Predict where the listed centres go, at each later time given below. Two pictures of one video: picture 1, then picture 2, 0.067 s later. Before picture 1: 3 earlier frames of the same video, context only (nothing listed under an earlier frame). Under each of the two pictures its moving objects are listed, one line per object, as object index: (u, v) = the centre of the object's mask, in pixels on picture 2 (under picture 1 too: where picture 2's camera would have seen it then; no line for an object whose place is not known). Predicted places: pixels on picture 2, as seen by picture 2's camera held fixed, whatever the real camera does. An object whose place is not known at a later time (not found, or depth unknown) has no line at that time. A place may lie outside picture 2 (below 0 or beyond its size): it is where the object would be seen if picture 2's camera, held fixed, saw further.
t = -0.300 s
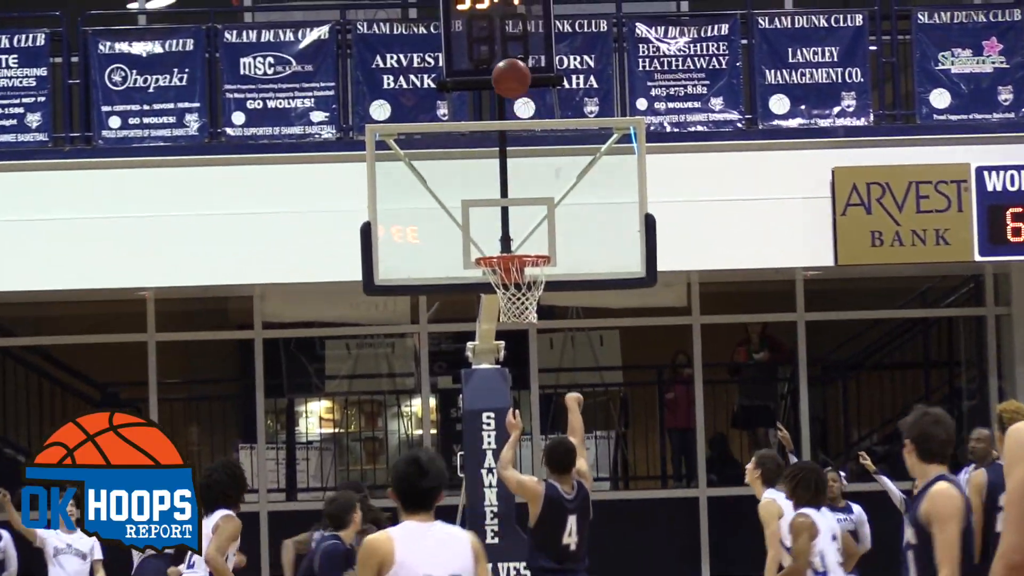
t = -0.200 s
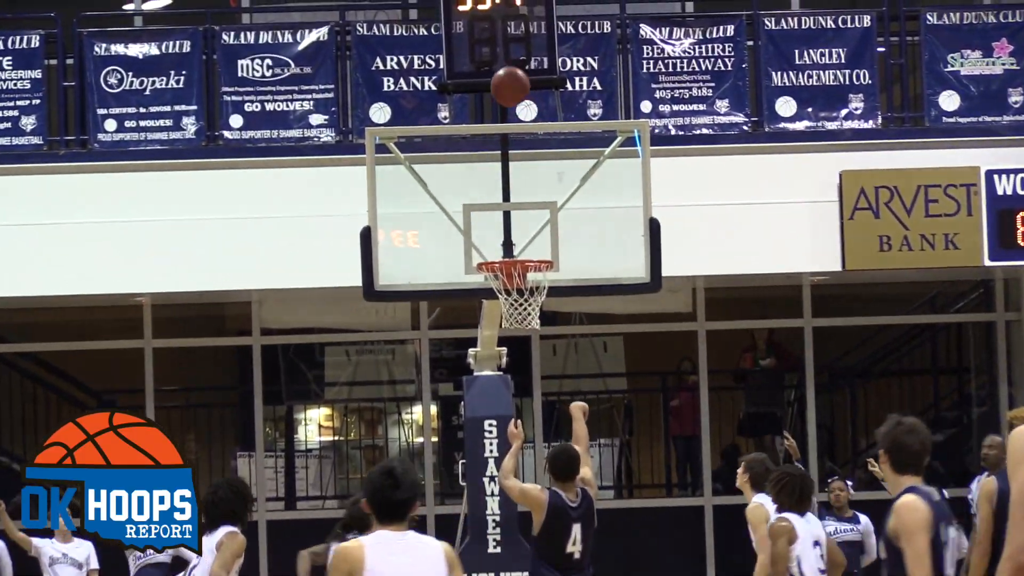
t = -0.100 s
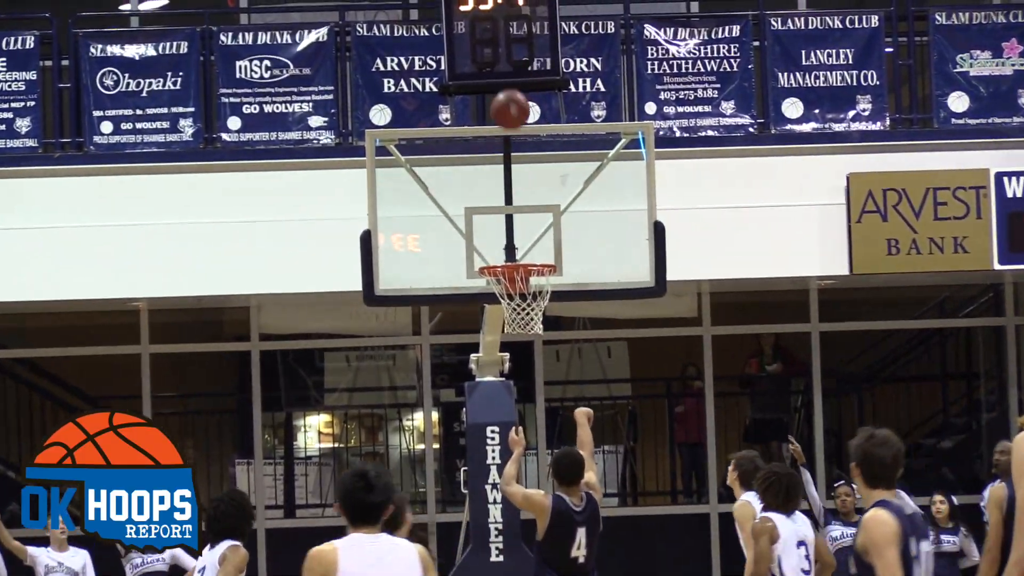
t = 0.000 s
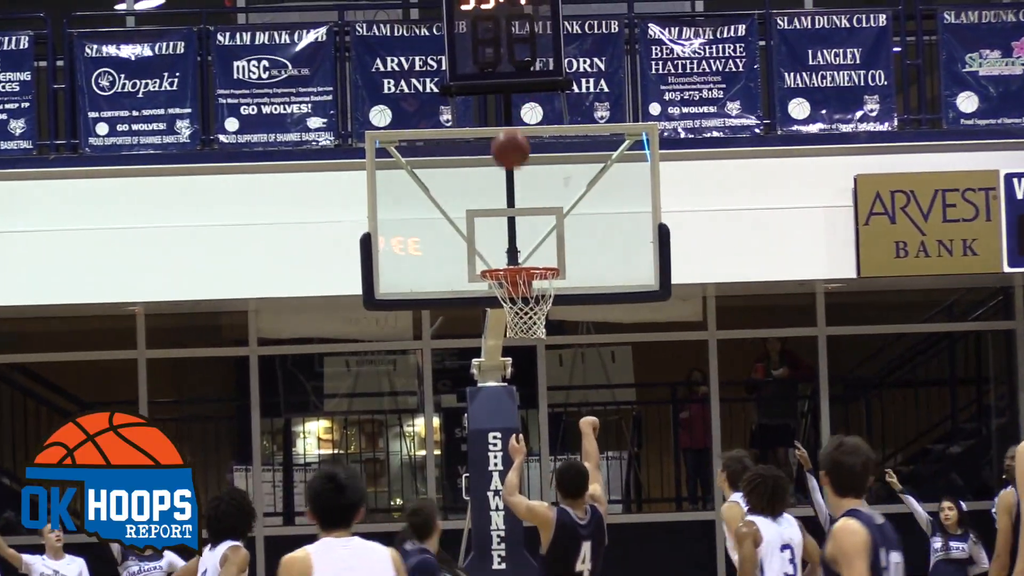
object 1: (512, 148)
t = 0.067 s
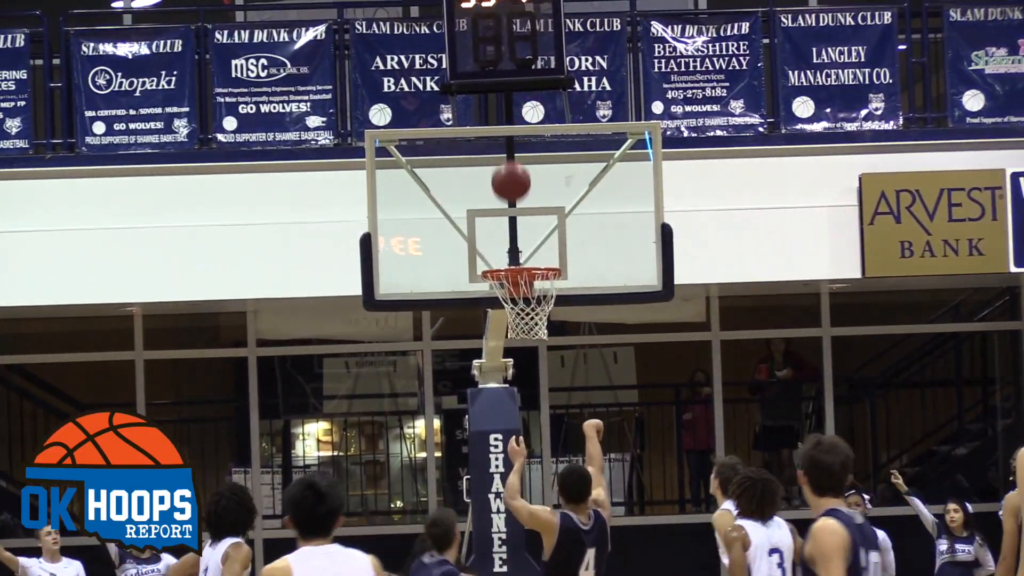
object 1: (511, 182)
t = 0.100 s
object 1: (510, 202)
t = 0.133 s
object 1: (510, 223)
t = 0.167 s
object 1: (509, 246)
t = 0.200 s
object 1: (511, 258)
